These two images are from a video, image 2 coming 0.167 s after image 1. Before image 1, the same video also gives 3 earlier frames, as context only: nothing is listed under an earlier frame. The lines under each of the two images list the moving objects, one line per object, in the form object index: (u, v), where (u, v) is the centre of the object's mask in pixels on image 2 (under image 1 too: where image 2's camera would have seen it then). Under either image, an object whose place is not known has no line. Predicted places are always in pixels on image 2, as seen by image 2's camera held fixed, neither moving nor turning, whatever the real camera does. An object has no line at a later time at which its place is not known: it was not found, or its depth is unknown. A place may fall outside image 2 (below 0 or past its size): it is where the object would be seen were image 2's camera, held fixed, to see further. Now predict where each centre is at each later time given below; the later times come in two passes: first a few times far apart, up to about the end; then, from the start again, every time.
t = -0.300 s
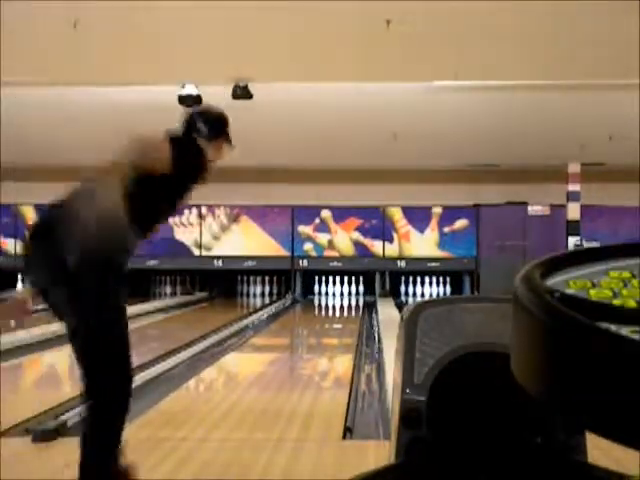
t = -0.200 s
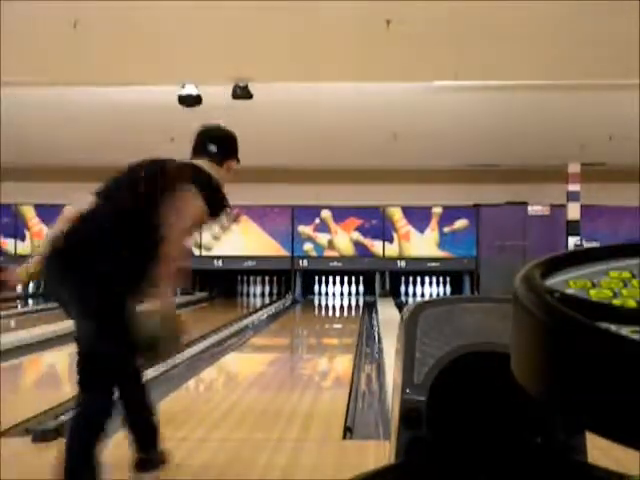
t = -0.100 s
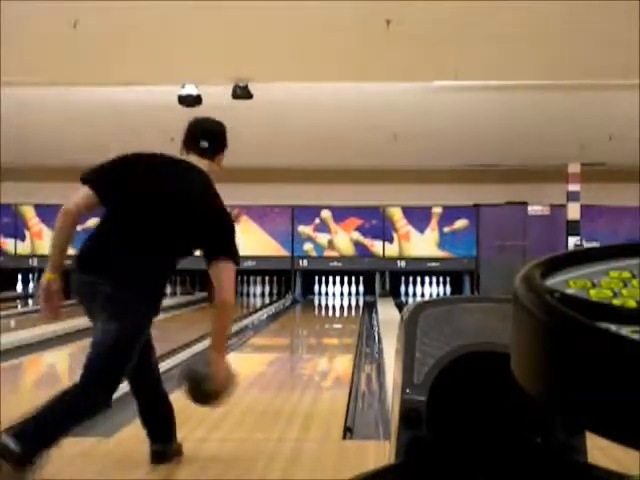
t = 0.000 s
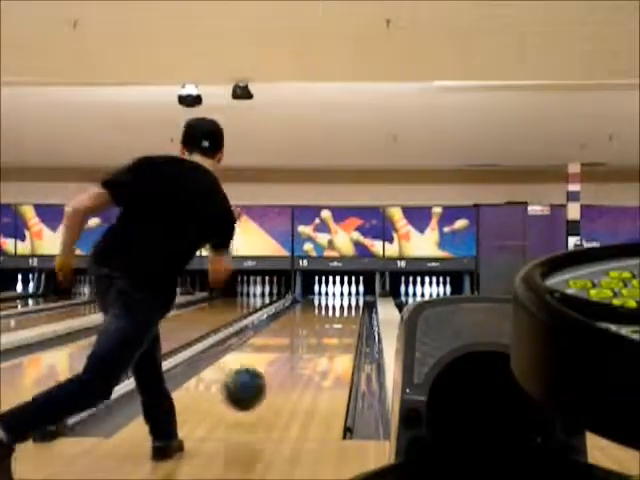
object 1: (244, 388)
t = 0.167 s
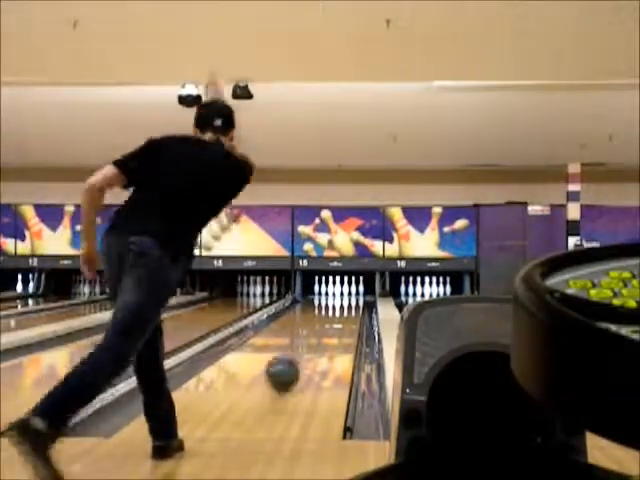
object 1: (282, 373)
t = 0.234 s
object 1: (294, 366)
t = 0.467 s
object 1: (321, 342)
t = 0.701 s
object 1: (338, 329)
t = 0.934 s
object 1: (348, 317)
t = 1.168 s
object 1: (353, 311)
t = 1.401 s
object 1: (356, 305)
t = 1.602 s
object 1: (357, 303)
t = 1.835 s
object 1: (354, 298)
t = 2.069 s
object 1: (345, 294)
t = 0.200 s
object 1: (288, 369)
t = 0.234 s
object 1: (294, 366)
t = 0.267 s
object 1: (299, 360)
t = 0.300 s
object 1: (303, 357)
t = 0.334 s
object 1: (307, 353)
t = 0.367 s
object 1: (311, 350)
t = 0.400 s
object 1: (315, 347)
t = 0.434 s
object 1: (318, 344)
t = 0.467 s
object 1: (321, 342)
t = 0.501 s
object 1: (324, 340)
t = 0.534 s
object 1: (327, 338)
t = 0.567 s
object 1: (330, 336)
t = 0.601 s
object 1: (332, 334)
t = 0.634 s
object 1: (334, 332)
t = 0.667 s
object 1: (336, 331)
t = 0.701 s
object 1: (338, 329)
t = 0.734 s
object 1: (340, 327)
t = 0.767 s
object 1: (341, 326)
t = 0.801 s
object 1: (342, 324)
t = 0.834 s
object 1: (344, 322)
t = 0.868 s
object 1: (345, 321)
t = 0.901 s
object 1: (346, 320)
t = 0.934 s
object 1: (348, 317)
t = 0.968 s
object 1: (349, 316)
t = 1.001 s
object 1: (350, 314)
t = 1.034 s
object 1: (350, 314)
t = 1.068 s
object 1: (351, 313)
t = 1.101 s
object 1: (352, 312)
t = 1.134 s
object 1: (352, 312)
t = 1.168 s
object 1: (353, 311)
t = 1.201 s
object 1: (353, 310)
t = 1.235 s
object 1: (354, 309)
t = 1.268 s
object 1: (354, 309)
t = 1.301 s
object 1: (355, 306)
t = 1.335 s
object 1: (355, 306)
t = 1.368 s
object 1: (355, 305)
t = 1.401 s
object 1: (356, 305)
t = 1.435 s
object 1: (355, 305)
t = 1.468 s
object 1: (355, 303)
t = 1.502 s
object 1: (356, 303)
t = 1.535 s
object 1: (357, 303)
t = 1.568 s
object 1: (357, 303)
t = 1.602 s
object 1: (357, 303)
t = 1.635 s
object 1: (357, 303)
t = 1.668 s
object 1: (357, 302)
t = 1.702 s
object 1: (357, 302)
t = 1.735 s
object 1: (356, 302)
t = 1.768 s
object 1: (356, 302)
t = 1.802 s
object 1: (353, 298)
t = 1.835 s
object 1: (354, 298)
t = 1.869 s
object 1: (352, 298)
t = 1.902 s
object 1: (351, 297)
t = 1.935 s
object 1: (350, 296)
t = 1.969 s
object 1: (348, 296)
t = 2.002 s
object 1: (347, 295)
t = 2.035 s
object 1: (346, 294)
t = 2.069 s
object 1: (345, 294)
